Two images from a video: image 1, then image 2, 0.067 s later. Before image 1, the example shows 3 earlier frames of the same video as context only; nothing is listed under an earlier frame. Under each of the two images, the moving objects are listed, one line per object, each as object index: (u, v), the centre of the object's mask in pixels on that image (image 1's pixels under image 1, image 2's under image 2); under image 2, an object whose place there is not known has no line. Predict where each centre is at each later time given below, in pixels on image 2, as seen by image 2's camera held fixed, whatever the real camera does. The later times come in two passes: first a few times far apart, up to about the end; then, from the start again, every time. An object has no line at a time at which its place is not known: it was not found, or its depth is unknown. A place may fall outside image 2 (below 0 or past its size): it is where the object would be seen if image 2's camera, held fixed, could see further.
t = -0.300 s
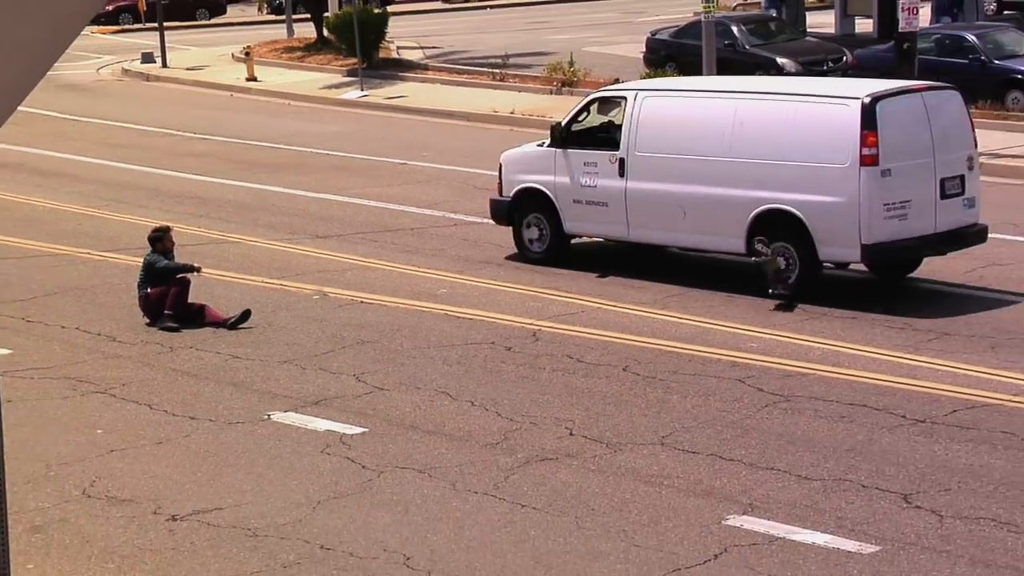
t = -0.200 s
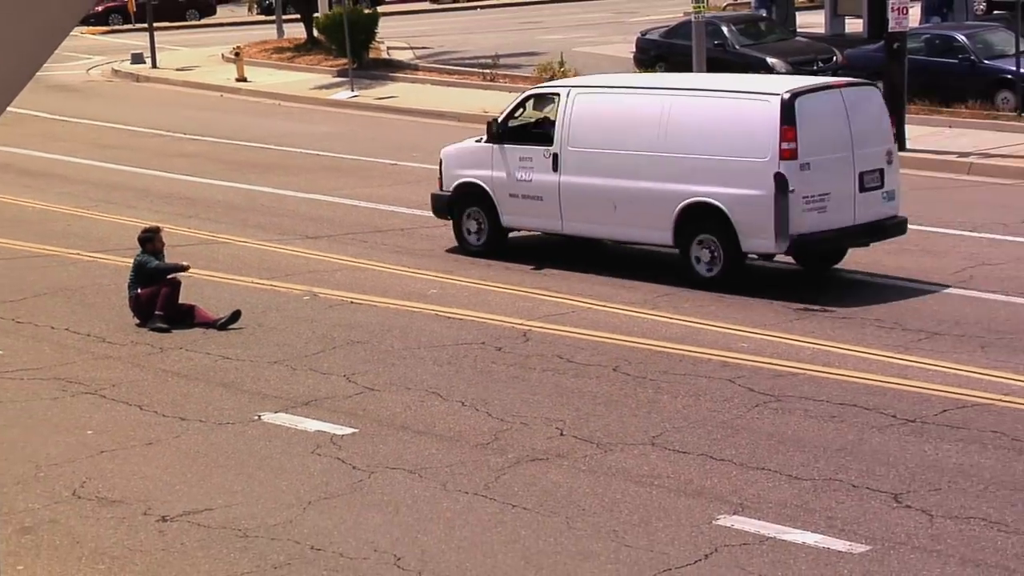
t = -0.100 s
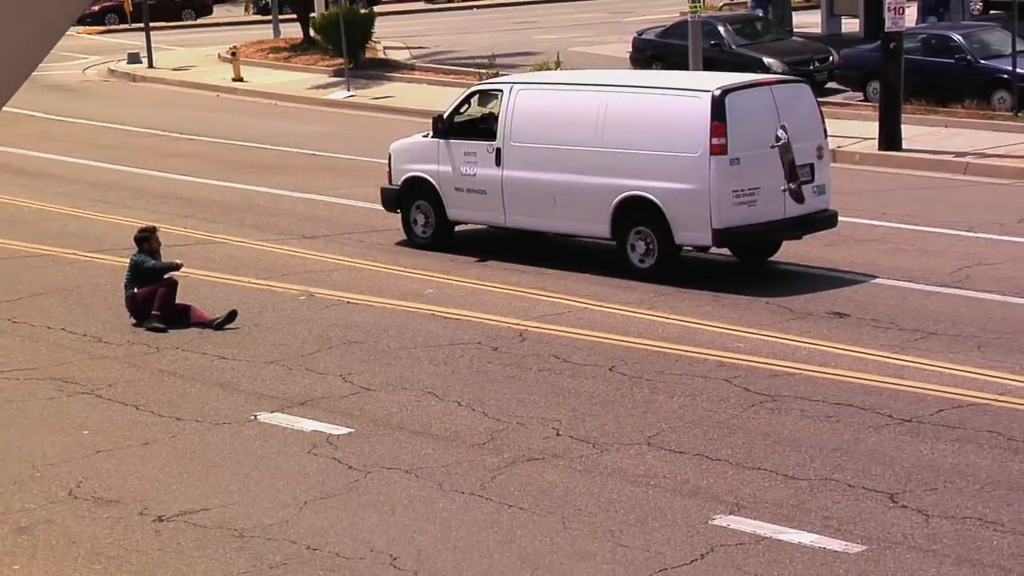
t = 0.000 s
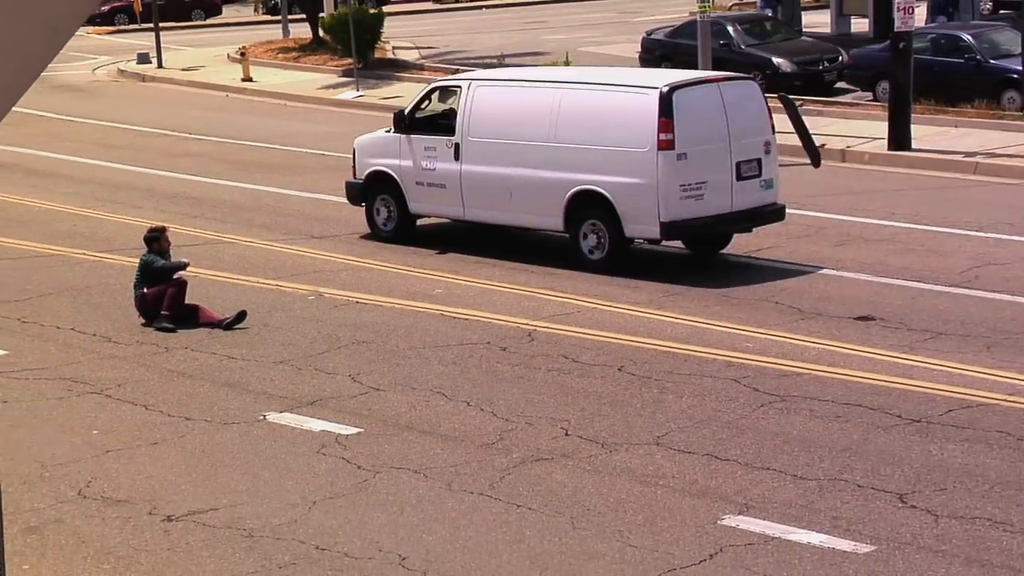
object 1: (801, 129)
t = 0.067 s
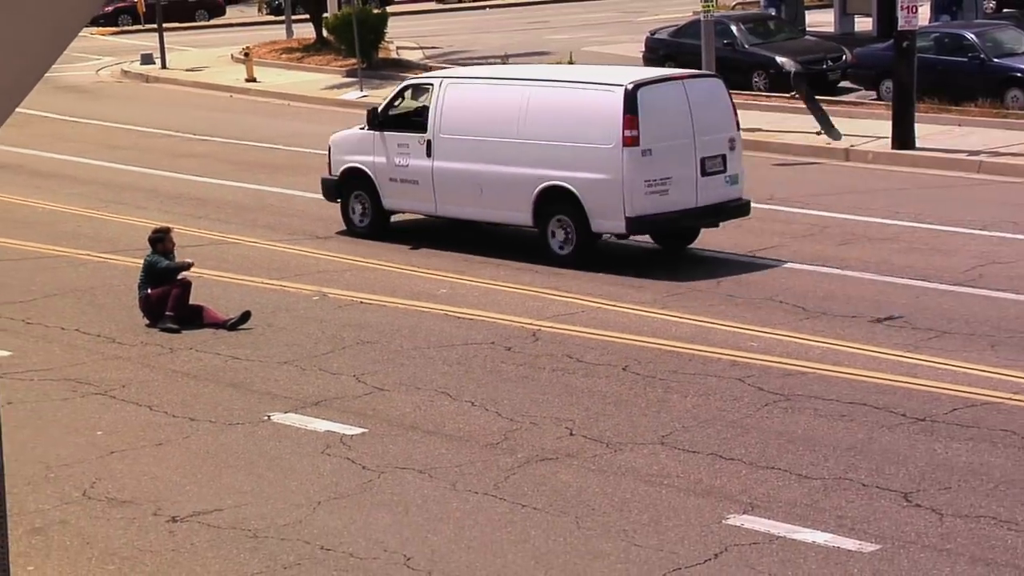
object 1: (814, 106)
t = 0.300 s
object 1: (830, 78)
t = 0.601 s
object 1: (853, 121)
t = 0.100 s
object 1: (815, 98)
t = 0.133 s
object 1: (817, 92)
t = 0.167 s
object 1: (823, 93)
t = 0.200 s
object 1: (825, 88)
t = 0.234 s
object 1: (825, 83)
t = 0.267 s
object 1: (829, 78)
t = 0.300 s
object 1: (830, 78)
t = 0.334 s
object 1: (837, 79)
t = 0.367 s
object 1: (838, 81)
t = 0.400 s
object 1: (834, 79)
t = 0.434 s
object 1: (842, 86)
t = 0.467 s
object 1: (846, 92)
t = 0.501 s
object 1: (846, 95)
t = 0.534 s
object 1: (847, 101)
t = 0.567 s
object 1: (849, 110)
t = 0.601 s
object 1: (853, 121)
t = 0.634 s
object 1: (858, 134)
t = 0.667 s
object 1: (861, 147)
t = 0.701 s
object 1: (864, 157)
